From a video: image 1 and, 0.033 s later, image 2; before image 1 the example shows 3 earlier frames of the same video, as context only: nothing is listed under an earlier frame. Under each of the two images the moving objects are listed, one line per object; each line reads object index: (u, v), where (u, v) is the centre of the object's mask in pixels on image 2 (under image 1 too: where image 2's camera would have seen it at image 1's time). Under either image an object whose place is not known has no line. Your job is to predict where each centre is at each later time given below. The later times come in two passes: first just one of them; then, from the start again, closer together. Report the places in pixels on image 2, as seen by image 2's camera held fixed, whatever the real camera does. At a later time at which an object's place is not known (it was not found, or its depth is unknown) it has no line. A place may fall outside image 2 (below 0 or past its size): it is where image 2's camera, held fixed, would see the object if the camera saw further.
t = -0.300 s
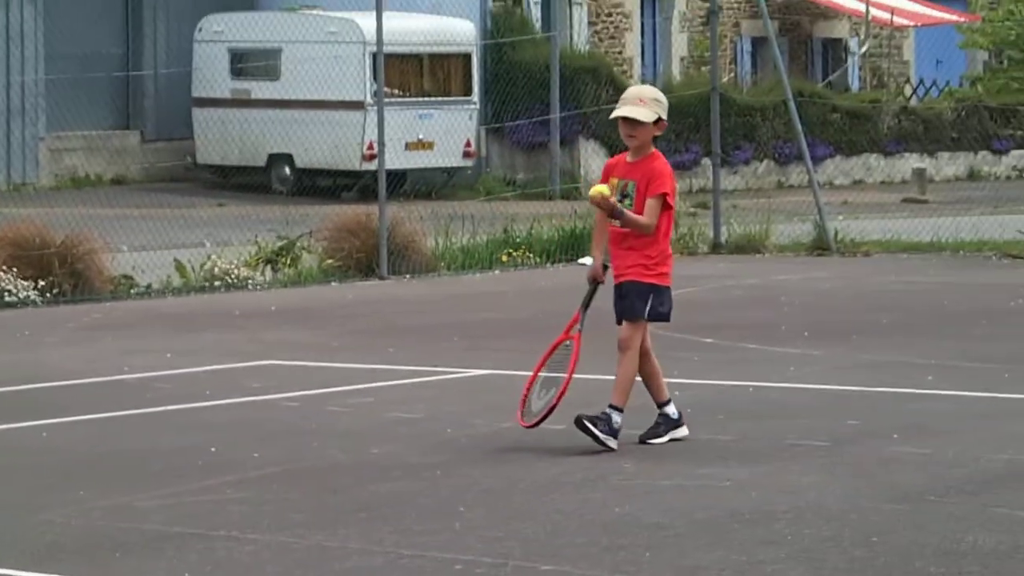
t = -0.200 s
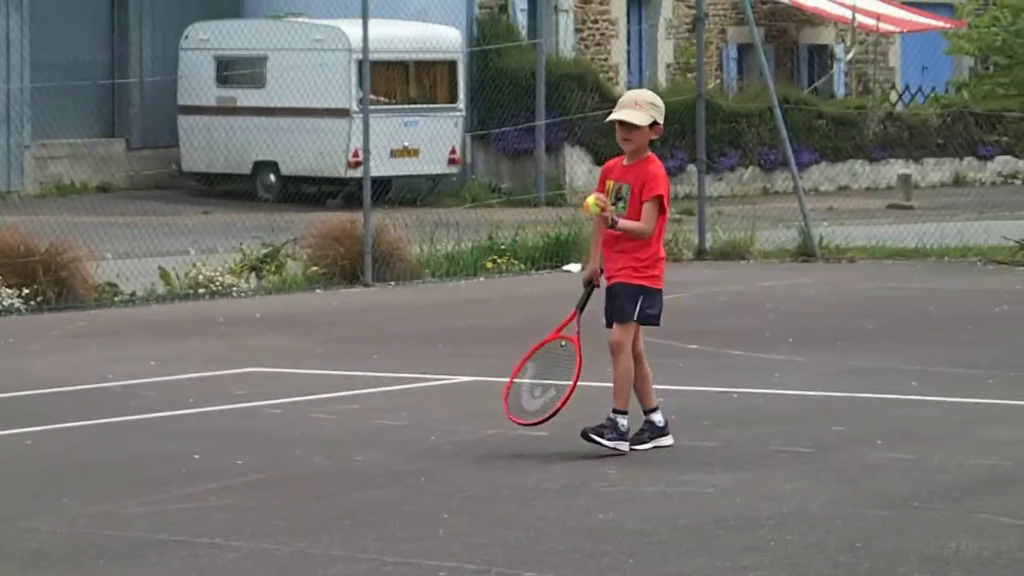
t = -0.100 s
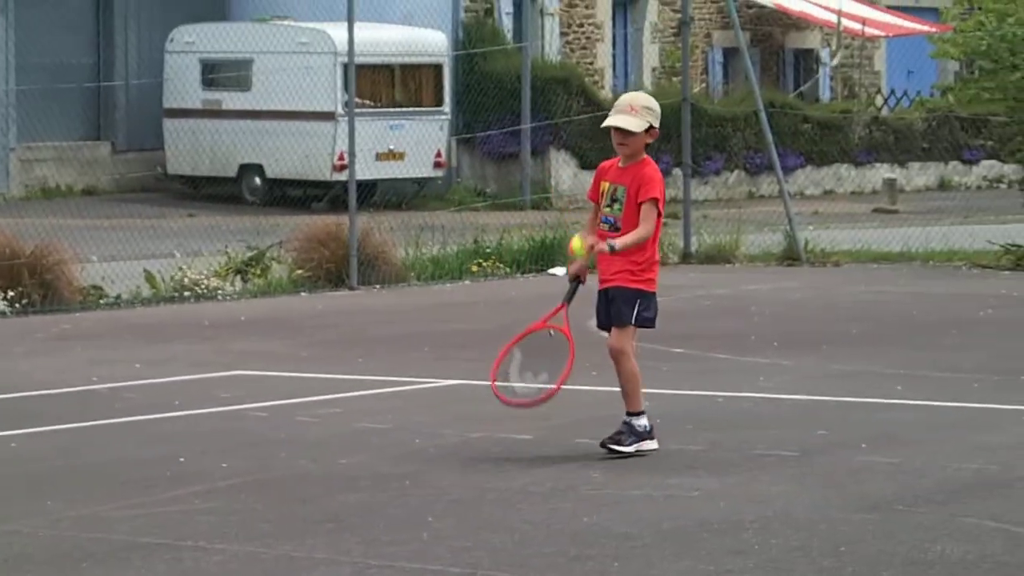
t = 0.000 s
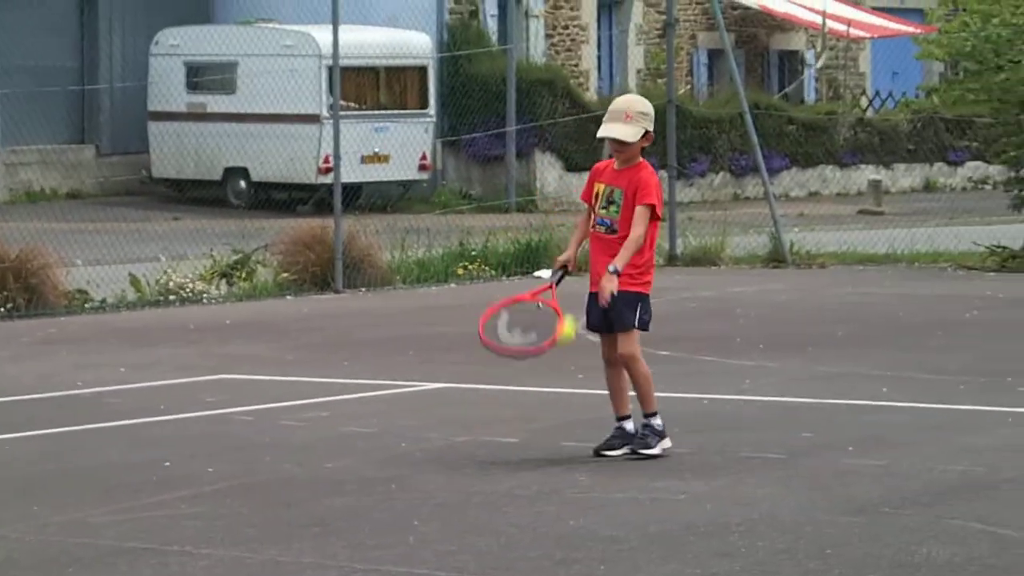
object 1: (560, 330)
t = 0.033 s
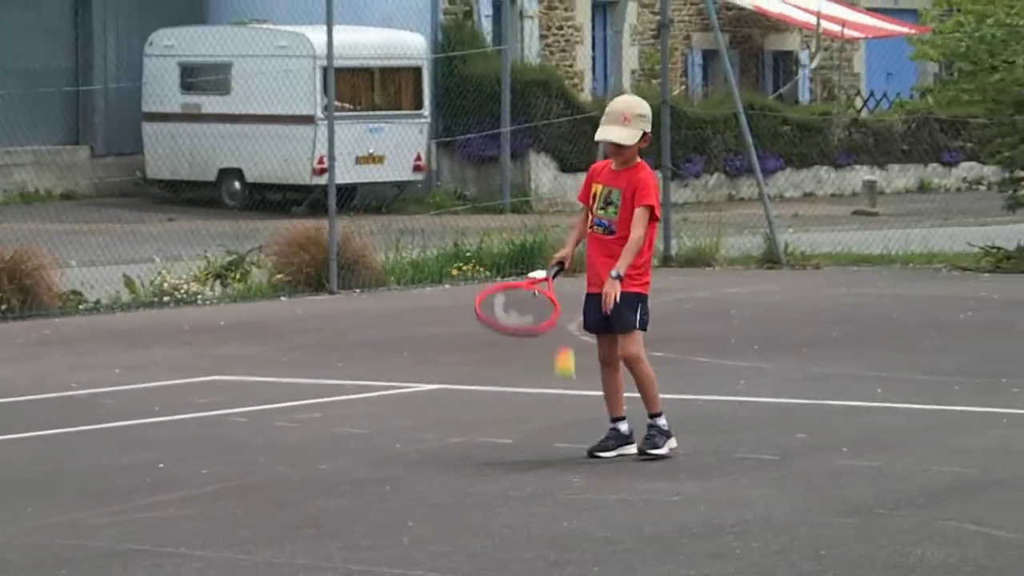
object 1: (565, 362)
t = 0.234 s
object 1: (592, 374)
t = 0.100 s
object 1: (575, 435)
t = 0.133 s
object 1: (580, 452)
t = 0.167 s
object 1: (585, 422)
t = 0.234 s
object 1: (592, 374)
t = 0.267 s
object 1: (596, 355)
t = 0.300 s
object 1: (601, 339)
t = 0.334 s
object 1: (605, 326)
